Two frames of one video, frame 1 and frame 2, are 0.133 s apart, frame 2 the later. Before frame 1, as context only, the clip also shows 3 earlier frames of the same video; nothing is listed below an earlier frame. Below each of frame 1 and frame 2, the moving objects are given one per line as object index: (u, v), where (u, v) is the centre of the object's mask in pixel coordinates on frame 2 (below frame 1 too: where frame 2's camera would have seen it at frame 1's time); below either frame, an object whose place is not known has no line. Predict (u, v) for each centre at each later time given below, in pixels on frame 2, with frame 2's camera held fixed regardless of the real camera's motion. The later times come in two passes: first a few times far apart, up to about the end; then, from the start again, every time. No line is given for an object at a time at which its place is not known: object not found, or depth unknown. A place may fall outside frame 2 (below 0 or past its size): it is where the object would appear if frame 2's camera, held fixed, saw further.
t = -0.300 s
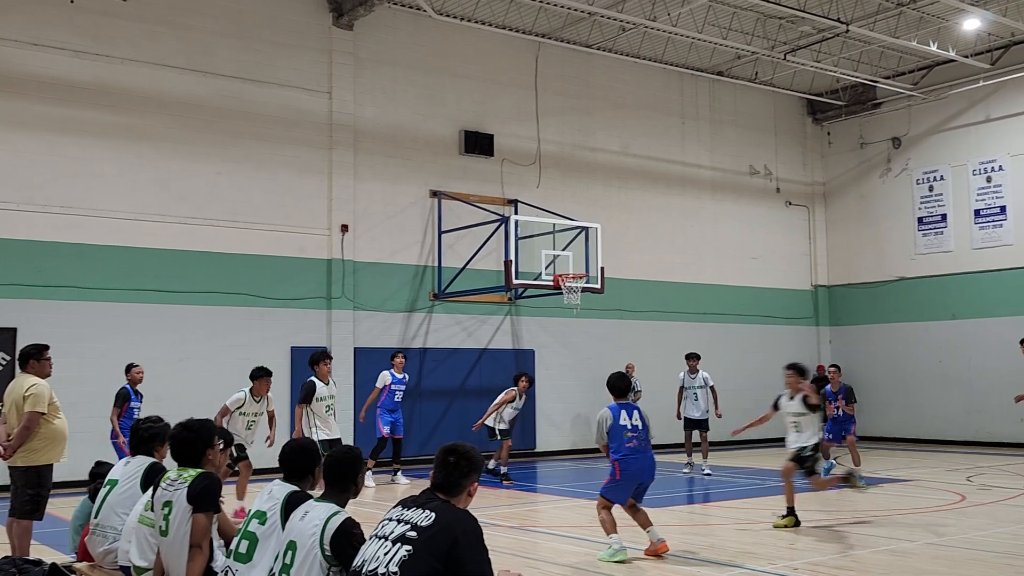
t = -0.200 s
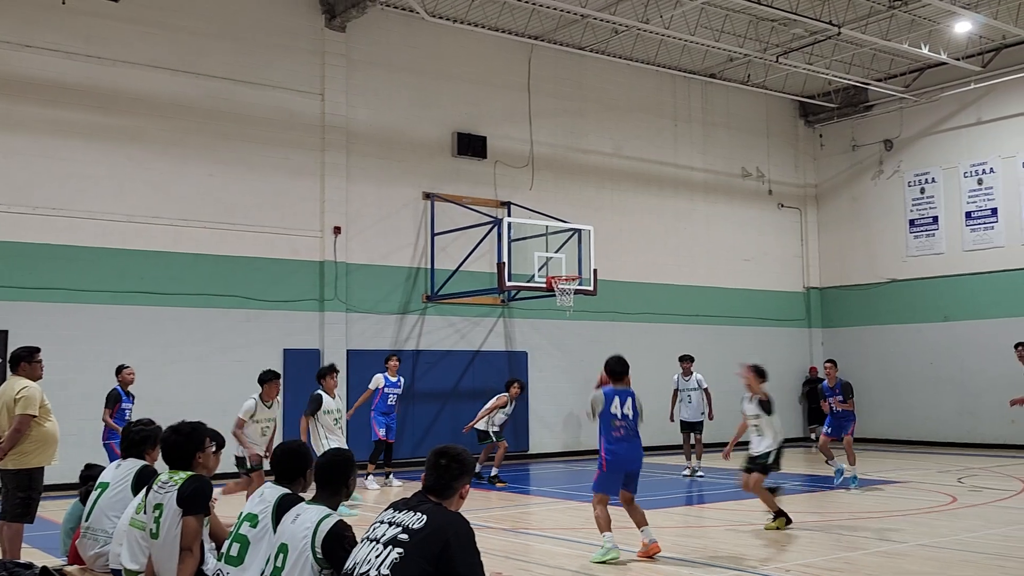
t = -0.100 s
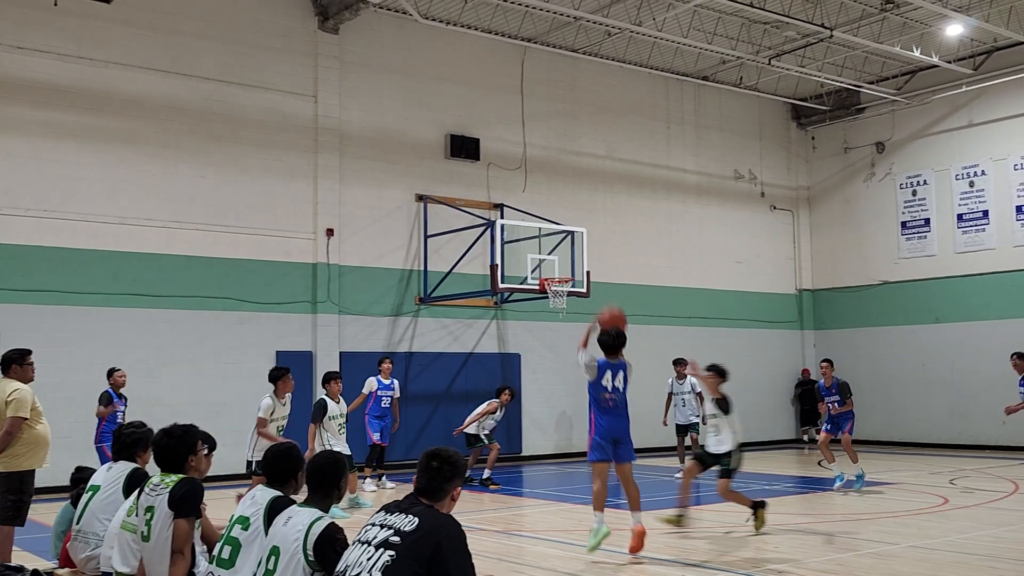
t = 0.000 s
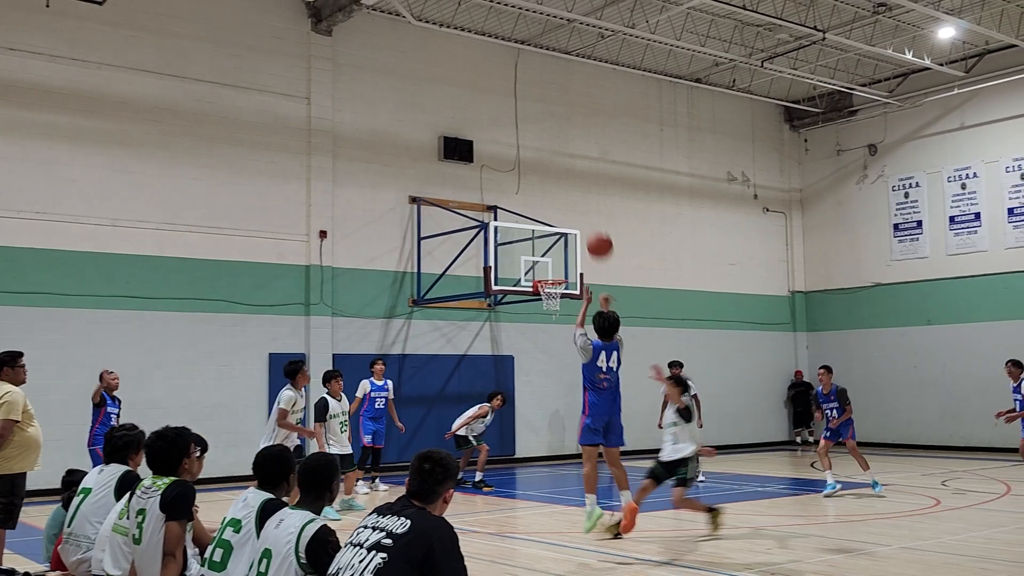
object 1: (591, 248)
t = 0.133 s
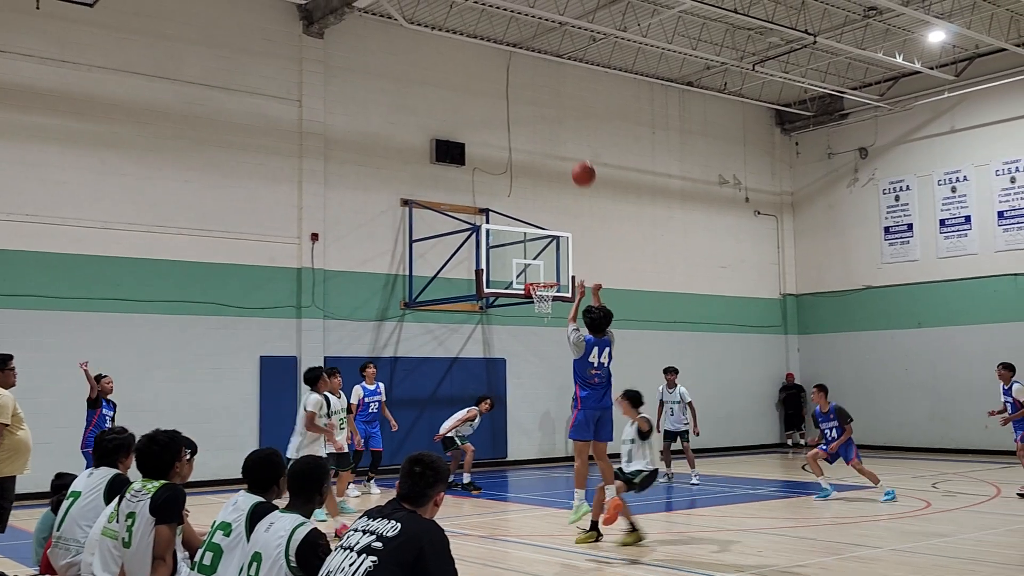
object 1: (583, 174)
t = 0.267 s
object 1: (577, 126)
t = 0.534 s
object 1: (567, 92)
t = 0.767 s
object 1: (562, 109)
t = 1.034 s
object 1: (558, 169)
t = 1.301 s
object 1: (557, 261)
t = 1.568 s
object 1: (575, 253)
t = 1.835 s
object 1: (606, 256)
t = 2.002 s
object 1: (626, 278)
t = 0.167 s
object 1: (581, 159)
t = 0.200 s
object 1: (580, 147)
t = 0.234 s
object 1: (578, 136)
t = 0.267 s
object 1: (577, 126)
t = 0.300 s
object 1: (575, 118)
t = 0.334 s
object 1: (574, 111)
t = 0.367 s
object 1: (572, 105)
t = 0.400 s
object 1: (571, 101)
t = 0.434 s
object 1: (570, 97)
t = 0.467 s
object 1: (569, 94)
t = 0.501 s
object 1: (568, 93)
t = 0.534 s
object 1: (567, 92)
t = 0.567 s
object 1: (566, 92)
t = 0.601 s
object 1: (565, 93)
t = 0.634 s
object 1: (564, 94)
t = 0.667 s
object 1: (564, 97)
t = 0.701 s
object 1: (563, 100)
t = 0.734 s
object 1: (562, 104)
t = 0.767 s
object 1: (562, 109)
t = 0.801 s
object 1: (562, 114)
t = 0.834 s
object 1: (561, 120)
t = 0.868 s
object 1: (560, 127)
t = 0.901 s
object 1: (560, 134)
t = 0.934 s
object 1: (559, 142)
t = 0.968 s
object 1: (559, 150)
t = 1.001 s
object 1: (559, 159)
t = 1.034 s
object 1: (558, 169)
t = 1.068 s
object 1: (558, 179)
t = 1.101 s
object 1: (558, 189)
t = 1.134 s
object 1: (557, 200)
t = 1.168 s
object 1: (557, 211)
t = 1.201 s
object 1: (557, 223)
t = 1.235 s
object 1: (557, 235)
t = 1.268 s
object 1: (556, 248)
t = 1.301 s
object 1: (557, 261)
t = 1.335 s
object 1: (557, 274)
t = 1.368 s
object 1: (558, 276)
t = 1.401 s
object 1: (561, 270)
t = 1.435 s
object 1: (564, 265)
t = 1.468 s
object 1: (567, 261)
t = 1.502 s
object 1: (570, 258)
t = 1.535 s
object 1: (572, 255)
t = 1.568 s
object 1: (575, 253)
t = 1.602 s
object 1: (579, 251)
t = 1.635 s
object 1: (582, 250)
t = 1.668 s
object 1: (587, 249)
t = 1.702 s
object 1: (591, 249)
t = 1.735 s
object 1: (594, 250)
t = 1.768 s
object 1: (599, 251)
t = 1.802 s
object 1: (603, 253)
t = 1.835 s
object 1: (606, 256)
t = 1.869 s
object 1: (610, 259)
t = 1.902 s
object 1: (614, 263)
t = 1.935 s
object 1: (618, 267)
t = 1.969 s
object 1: (622, 272)
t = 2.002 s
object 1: (626, 278)
